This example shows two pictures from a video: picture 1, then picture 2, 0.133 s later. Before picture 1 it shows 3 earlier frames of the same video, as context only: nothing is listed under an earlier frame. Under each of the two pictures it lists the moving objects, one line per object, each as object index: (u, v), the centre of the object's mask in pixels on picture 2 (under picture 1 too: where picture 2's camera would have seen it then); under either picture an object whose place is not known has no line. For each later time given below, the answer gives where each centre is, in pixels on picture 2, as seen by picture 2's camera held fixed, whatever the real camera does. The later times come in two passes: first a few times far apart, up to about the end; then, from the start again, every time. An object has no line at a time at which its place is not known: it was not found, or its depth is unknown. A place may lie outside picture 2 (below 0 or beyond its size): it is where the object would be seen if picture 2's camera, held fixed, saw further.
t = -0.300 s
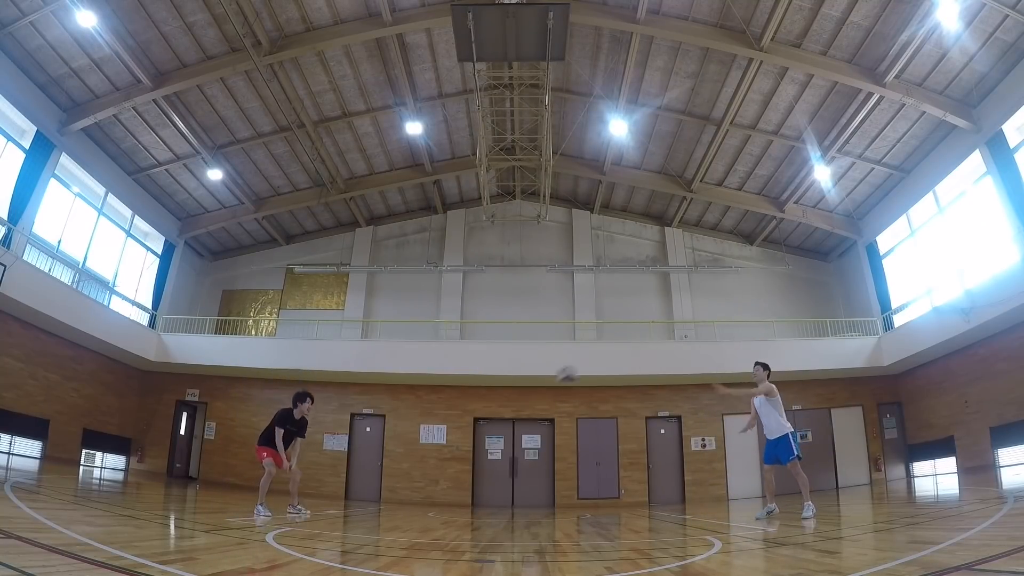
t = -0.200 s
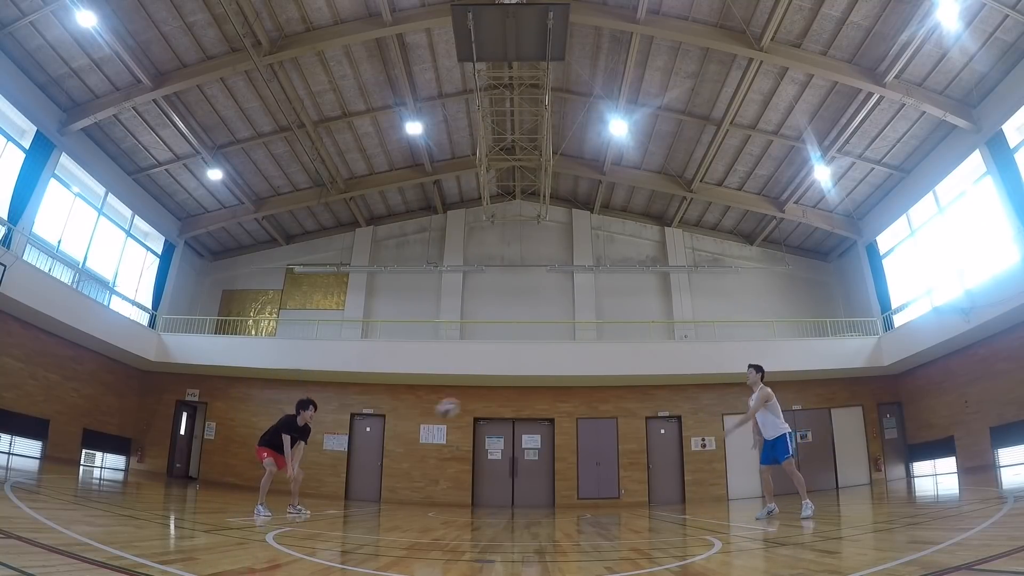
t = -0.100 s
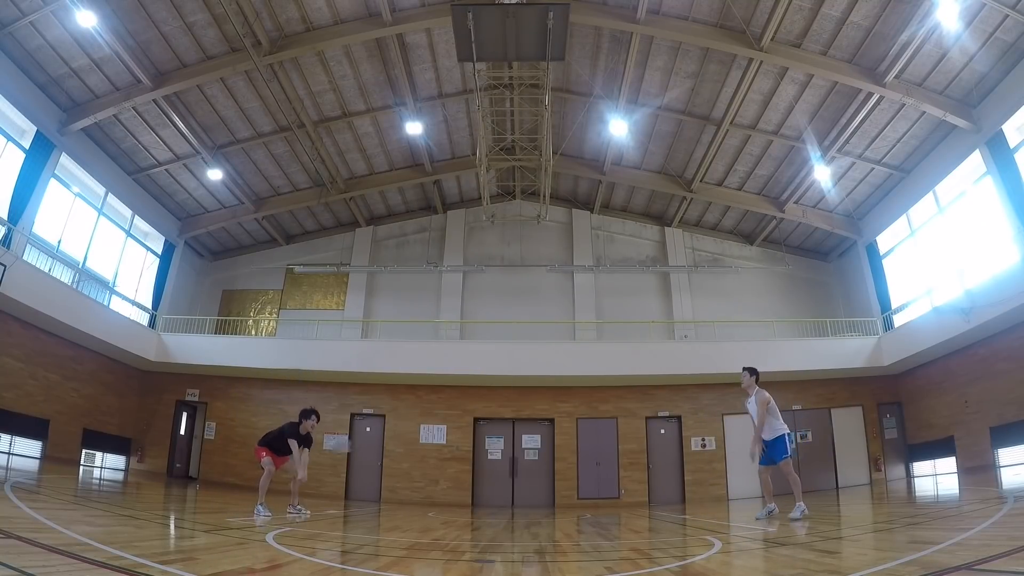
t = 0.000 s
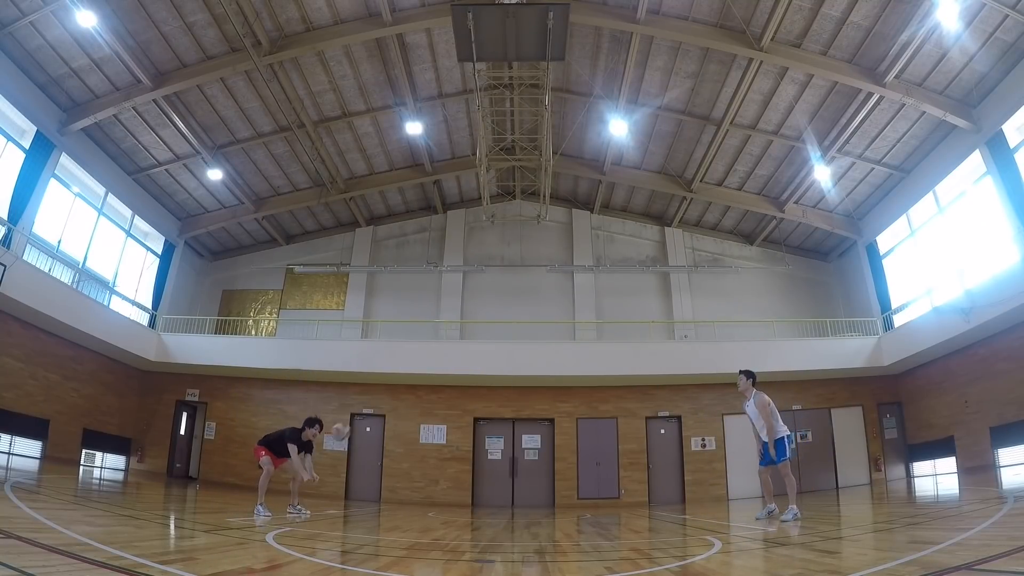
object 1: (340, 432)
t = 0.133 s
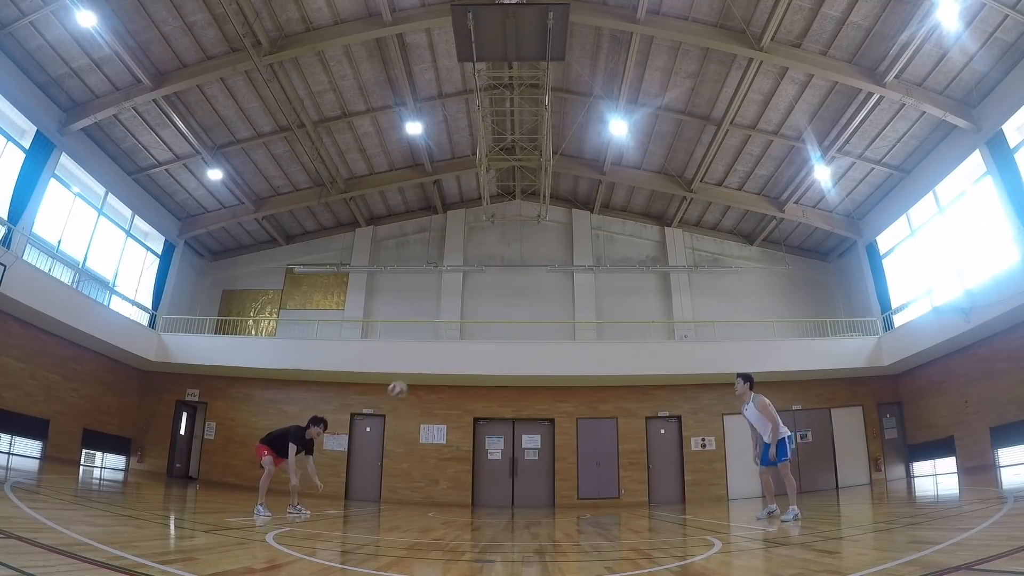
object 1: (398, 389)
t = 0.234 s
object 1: (437, 369)
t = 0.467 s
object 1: (515, 351)
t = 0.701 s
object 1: (583, 371)
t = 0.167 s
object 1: (411, 382)
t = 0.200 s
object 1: (425, 374)
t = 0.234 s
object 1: (437, 369)
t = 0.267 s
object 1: (448, 364)
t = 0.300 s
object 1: (460, 360)
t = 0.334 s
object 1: (472, 356)
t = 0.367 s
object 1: (483, 355)
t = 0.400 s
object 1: (494, 353)
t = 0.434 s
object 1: (505, 352)
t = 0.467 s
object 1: (515, 351)
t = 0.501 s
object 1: (526, 352)
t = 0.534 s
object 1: (536, 354)
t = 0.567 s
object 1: (546, 356)
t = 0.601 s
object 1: (556, 359)
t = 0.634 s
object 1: (565, 362)
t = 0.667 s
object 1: (574, 366)
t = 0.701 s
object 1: (583, 371)
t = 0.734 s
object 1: (593, 377)
